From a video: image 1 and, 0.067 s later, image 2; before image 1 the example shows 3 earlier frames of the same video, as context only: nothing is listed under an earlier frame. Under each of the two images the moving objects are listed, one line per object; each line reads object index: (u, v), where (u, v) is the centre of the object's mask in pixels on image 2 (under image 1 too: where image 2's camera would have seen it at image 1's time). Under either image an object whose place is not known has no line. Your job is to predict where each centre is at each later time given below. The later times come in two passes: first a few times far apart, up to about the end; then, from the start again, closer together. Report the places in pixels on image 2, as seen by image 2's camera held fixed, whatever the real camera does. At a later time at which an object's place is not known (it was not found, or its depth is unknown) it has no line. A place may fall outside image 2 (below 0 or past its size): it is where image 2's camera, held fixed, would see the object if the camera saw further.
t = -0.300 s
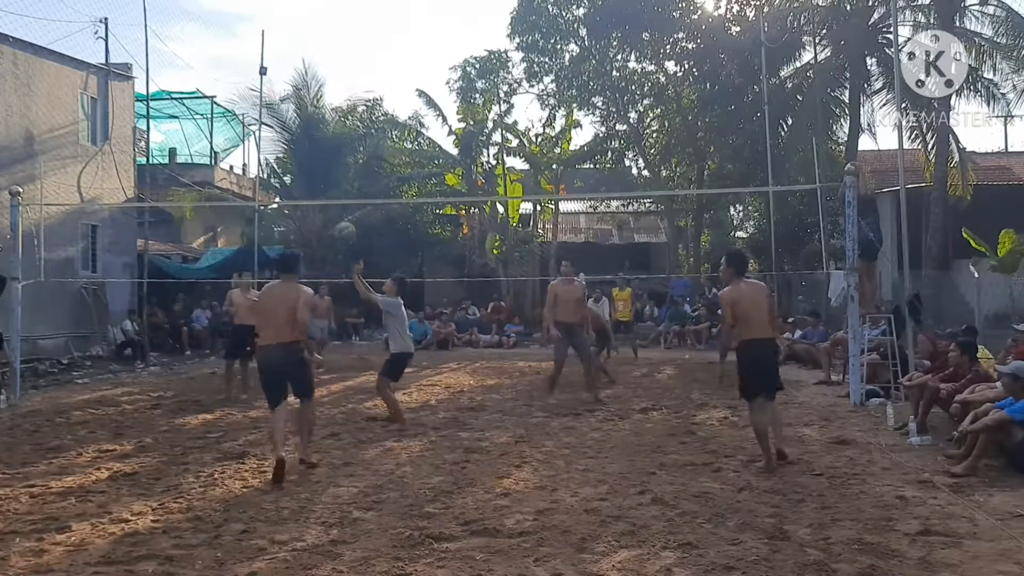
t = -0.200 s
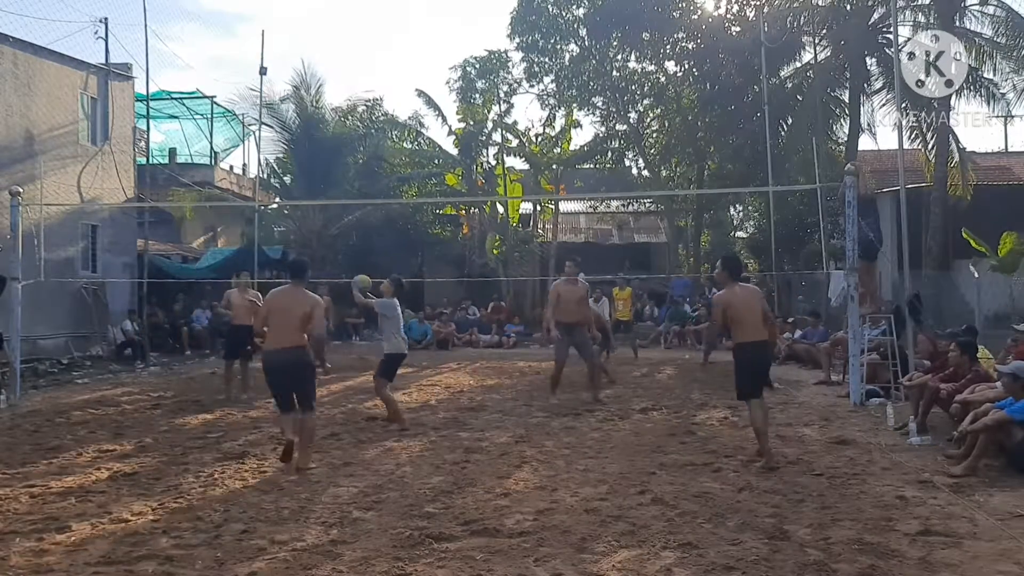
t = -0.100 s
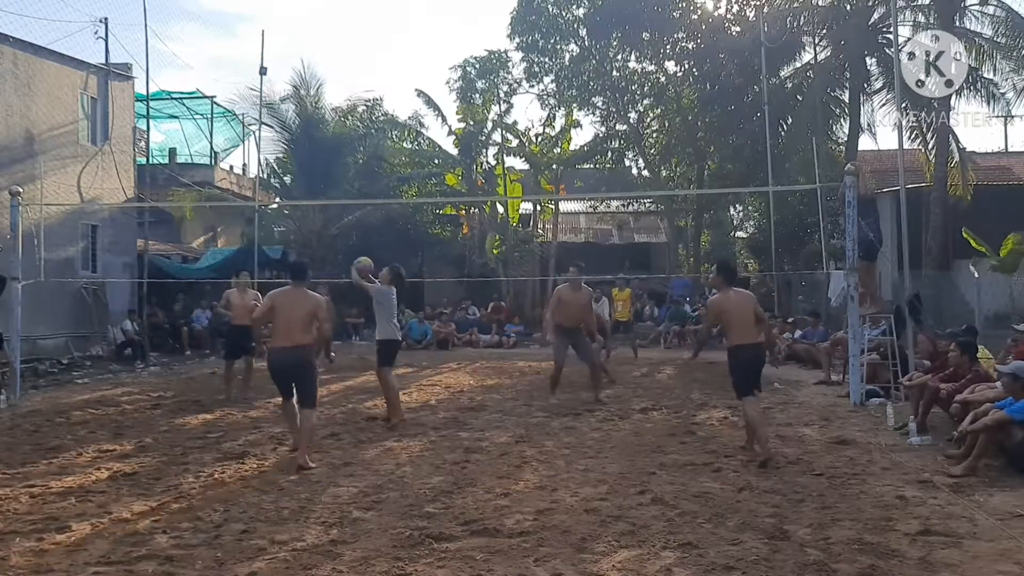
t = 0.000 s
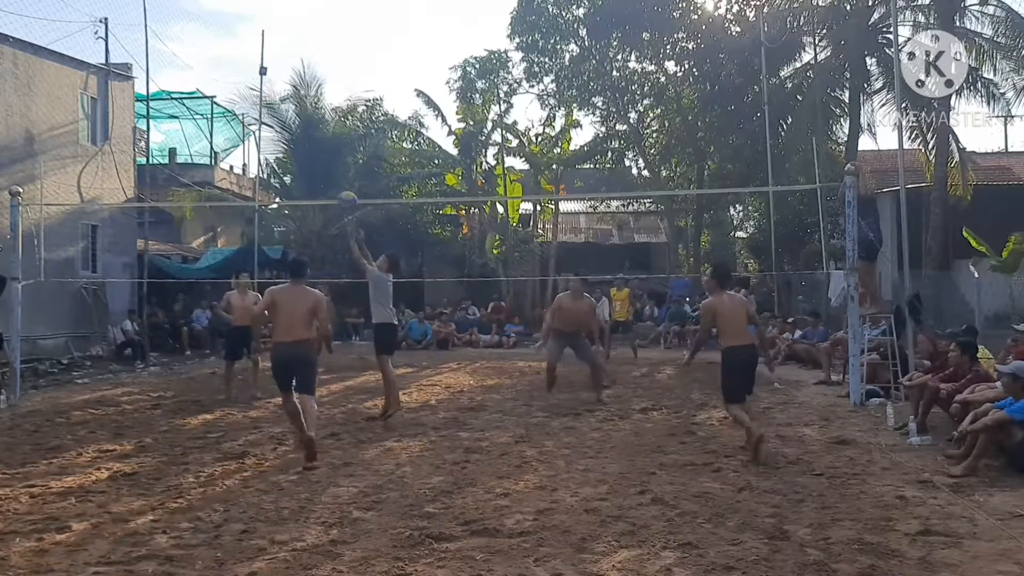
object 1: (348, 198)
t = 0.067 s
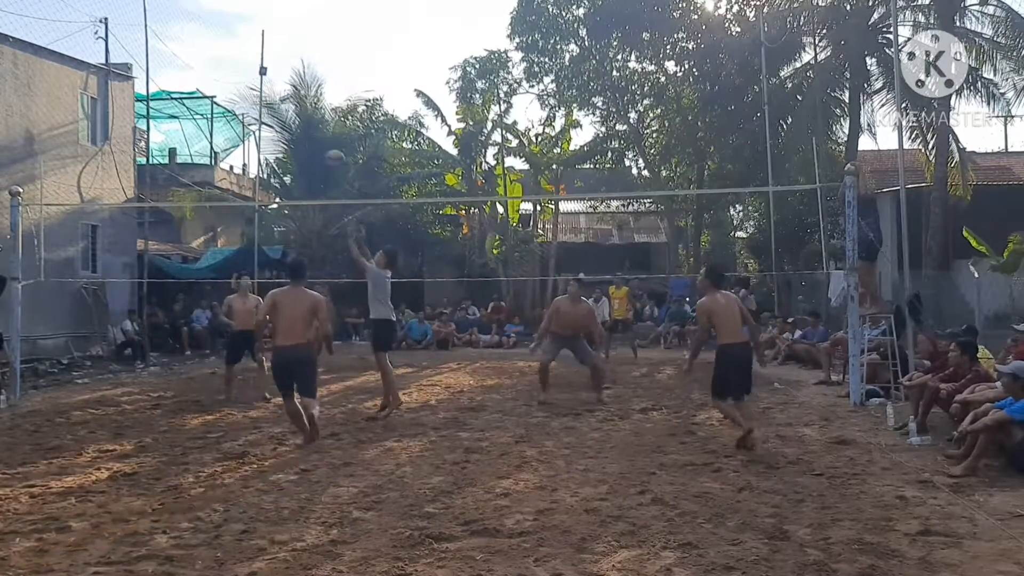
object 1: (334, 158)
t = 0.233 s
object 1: (306, 76)
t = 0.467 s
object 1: (268, 7)
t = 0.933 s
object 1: (202, 16)
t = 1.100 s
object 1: (182, 64)
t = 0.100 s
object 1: (328, 137)
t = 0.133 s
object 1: (322, 123)
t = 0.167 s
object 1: (317, 107)
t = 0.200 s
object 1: (312, 91)
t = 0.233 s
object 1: (306, 76)
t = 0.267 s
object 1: (300, 63)
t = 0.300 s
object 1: (295, 51)
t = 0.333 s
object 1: (289, 40)
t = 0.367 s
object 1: (284, 30)
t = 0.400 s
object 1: (279, 21)
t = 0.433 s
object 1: (273, 13)
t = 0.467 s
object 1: (268, 7)
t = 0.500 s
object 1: (263, 5)
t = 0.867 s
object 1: (211, 6)
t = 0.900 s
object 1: (206, 9)
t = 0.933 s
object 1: (202, 16)
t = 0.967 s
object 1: (198, 24)
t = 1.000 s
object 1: (194, 33)
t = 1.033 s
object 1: (190, 42)
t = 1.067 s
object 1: (186, 53)
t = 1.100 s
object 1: (182, 64)
